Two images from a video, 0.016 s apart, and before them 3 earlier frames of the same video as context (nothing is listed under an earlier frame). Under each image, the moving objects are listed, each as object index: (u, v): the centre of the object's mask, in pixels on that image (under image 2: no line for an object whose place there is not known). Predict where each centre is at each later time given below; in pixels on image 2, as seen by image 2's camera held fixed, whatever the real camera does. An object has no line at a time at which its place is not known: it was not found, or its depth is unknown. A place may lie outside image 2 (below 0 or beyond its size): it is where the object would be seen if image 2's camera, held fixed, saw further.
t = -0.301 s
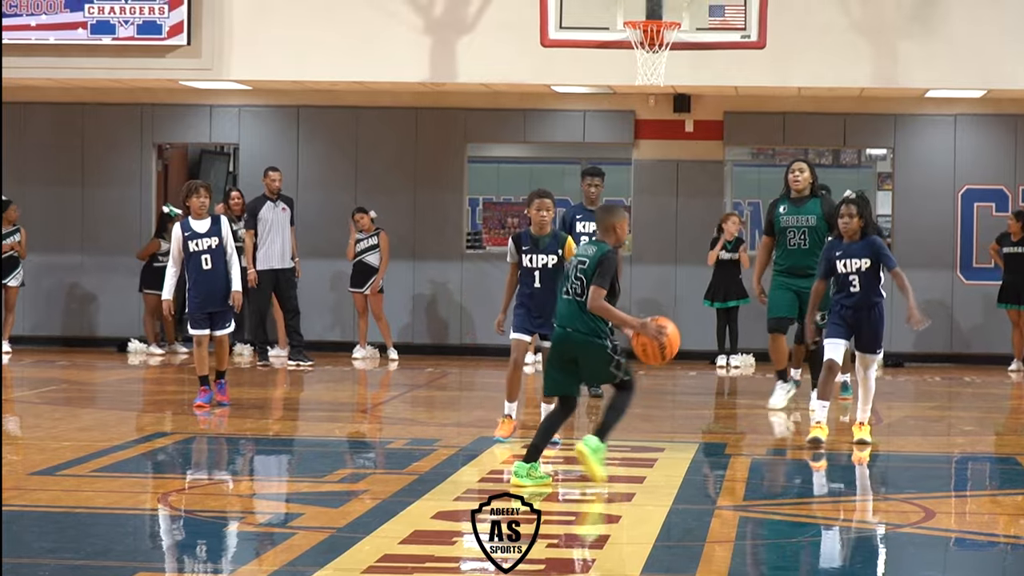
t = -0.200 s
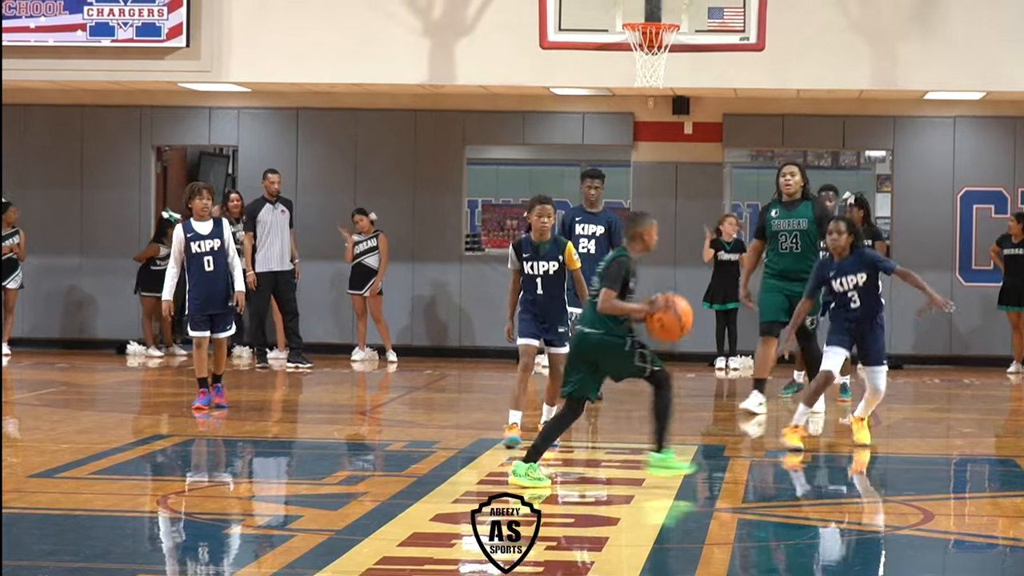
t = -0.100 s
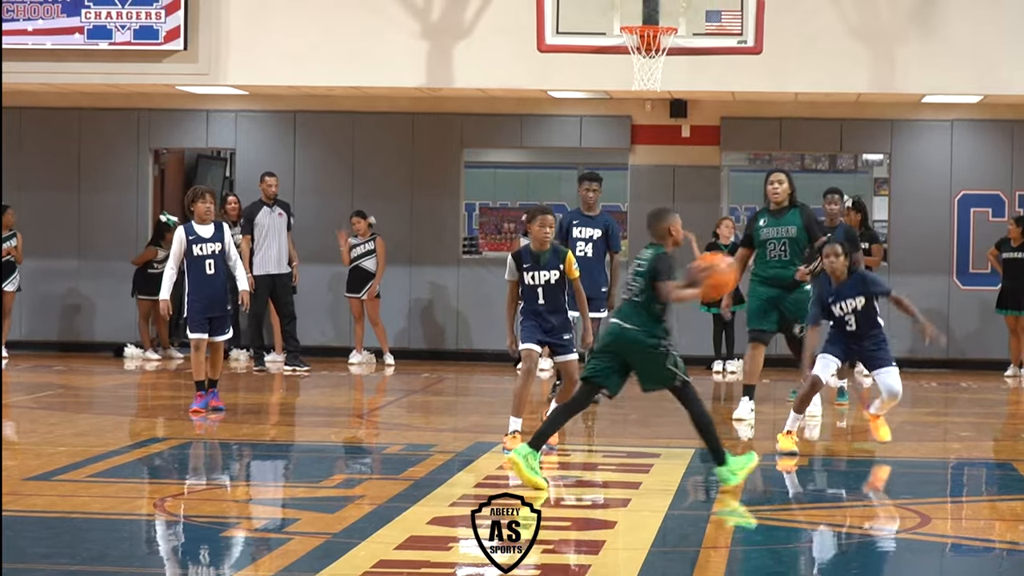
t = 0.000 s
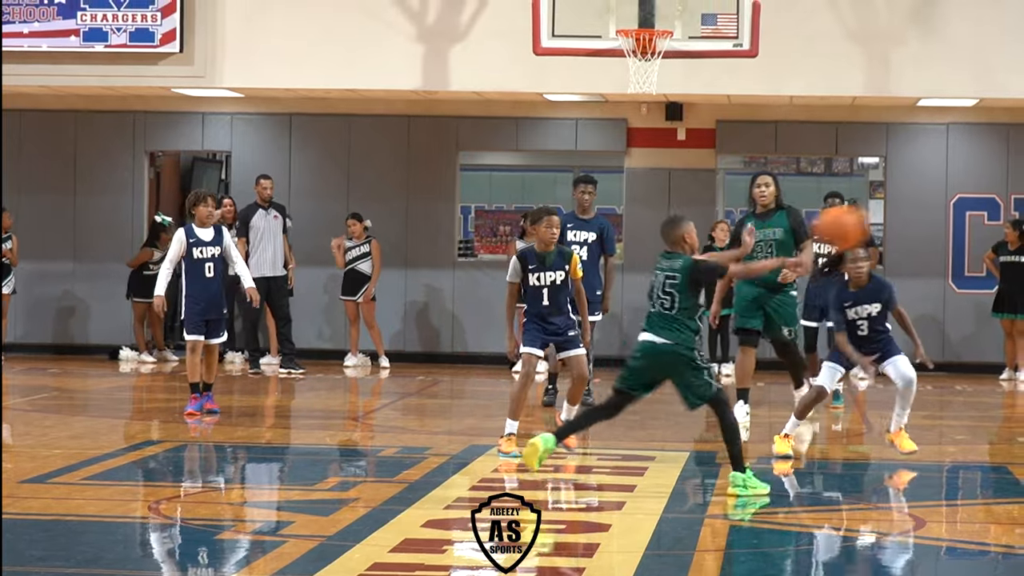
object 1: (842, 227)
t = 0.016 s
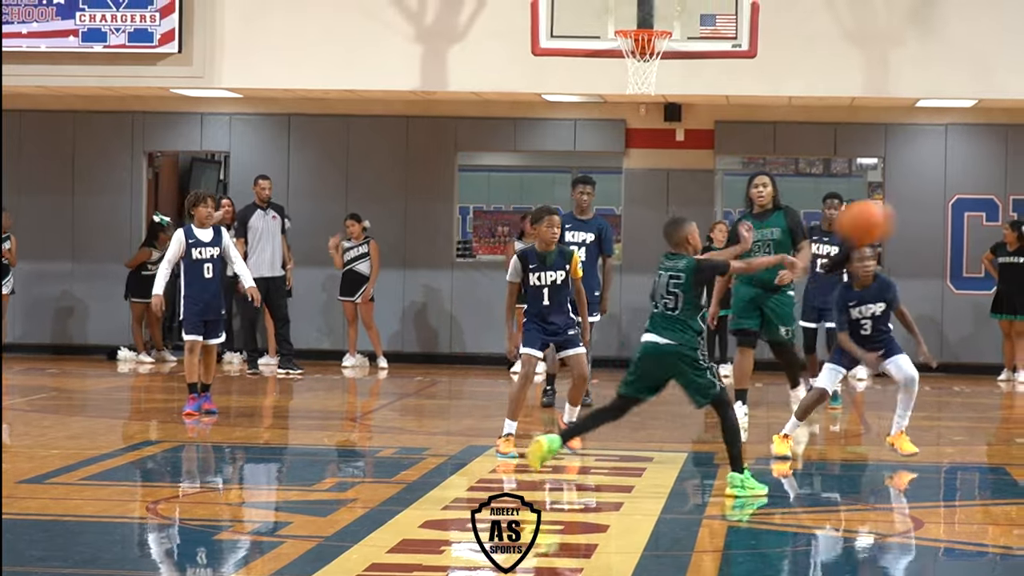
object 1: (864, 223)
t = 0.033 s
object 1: (893, 214)
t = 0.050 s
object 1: (917, 208)
